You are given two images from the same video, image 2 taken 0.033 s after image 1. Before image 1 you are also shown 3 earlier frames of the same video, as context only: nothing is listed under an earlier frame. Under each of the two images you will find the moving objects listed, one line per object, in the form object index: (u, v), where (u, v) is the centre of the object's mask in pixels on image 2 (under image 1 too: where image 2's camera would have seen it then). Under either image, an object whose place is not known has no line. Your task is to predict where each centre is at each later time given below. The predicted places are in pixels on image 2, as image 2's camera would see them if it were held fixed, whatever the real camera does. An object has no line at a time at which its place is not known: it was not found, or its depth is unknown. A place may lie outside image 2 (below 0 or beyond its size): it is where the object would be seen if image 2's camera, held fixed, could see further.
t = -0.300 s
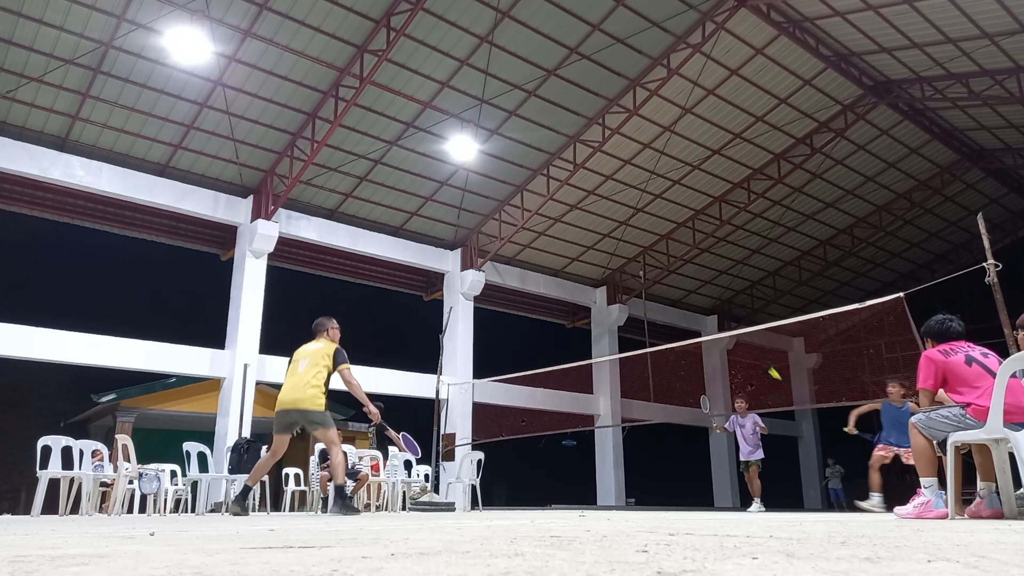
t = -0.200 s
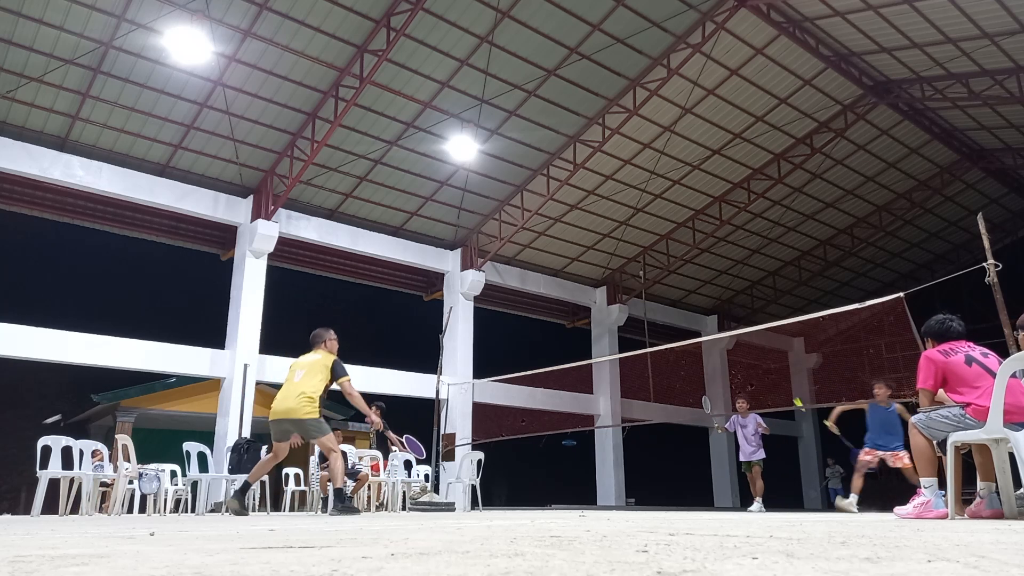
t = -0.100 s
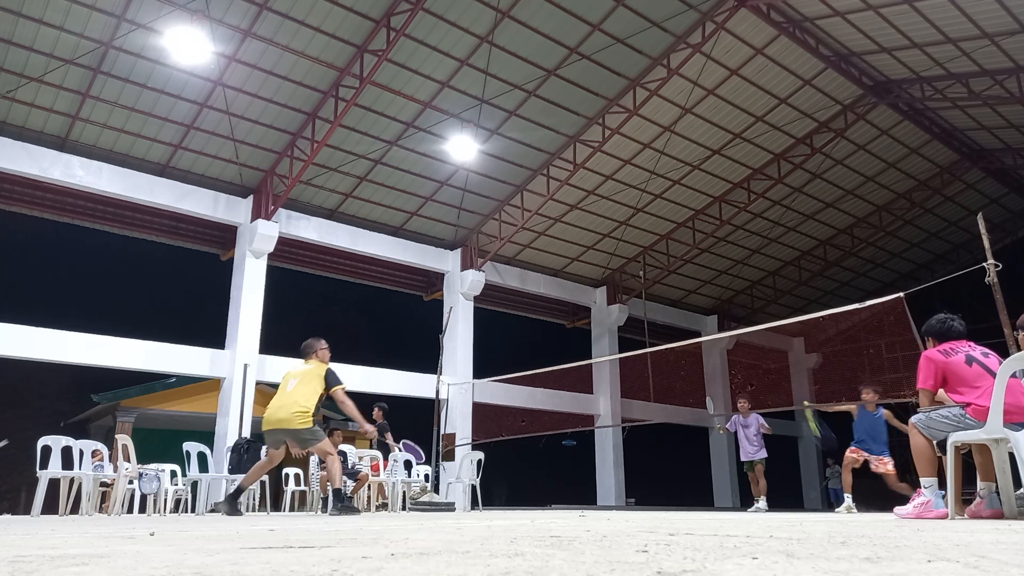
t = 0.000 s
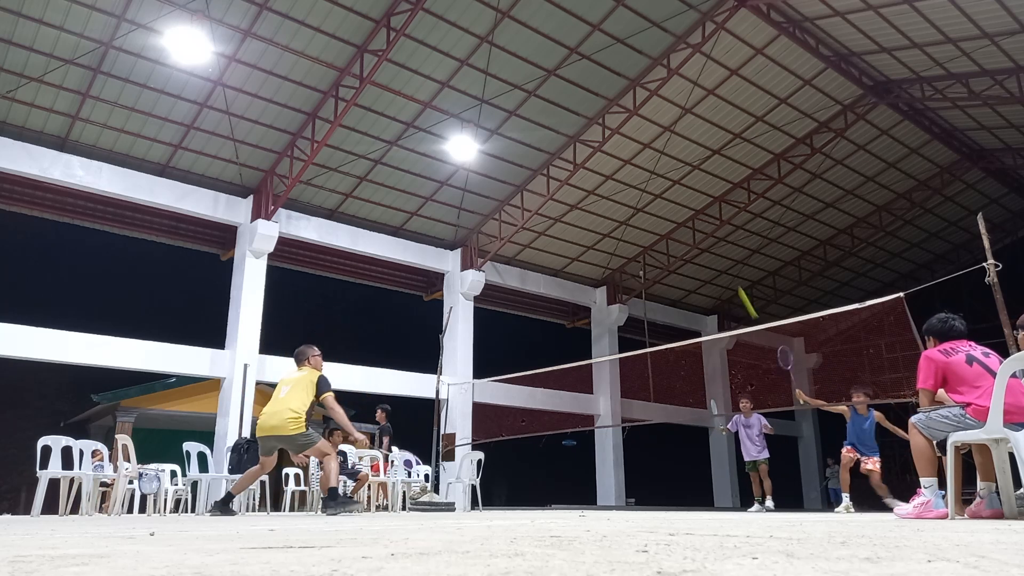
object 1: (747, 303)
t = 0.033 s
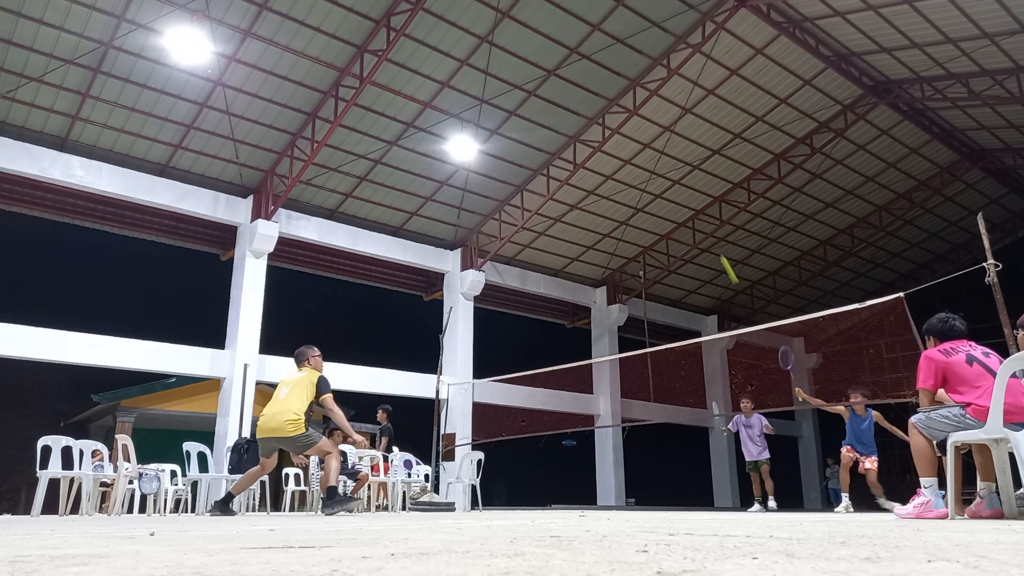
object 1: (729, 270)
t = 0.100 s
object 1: (696, 212)
